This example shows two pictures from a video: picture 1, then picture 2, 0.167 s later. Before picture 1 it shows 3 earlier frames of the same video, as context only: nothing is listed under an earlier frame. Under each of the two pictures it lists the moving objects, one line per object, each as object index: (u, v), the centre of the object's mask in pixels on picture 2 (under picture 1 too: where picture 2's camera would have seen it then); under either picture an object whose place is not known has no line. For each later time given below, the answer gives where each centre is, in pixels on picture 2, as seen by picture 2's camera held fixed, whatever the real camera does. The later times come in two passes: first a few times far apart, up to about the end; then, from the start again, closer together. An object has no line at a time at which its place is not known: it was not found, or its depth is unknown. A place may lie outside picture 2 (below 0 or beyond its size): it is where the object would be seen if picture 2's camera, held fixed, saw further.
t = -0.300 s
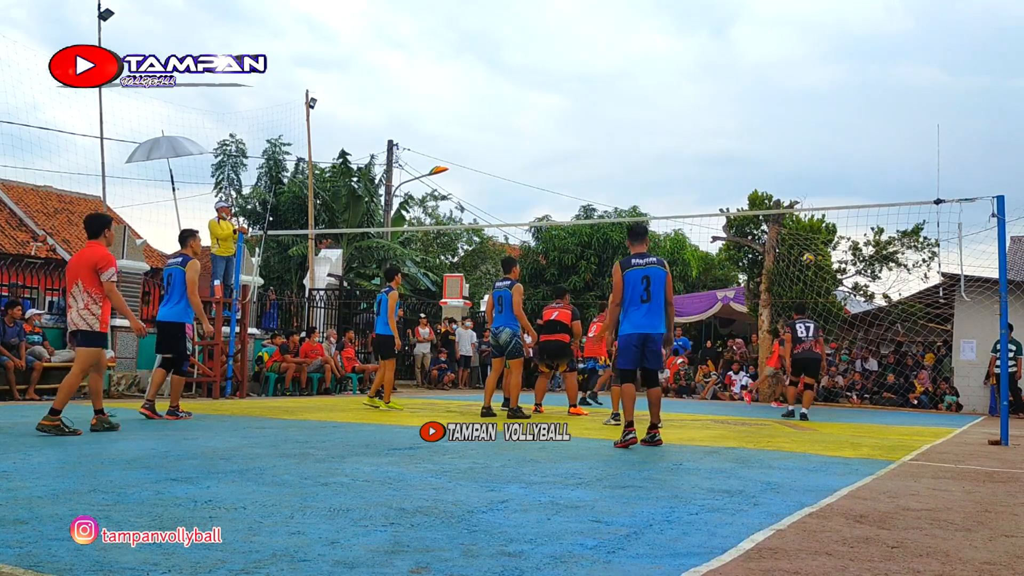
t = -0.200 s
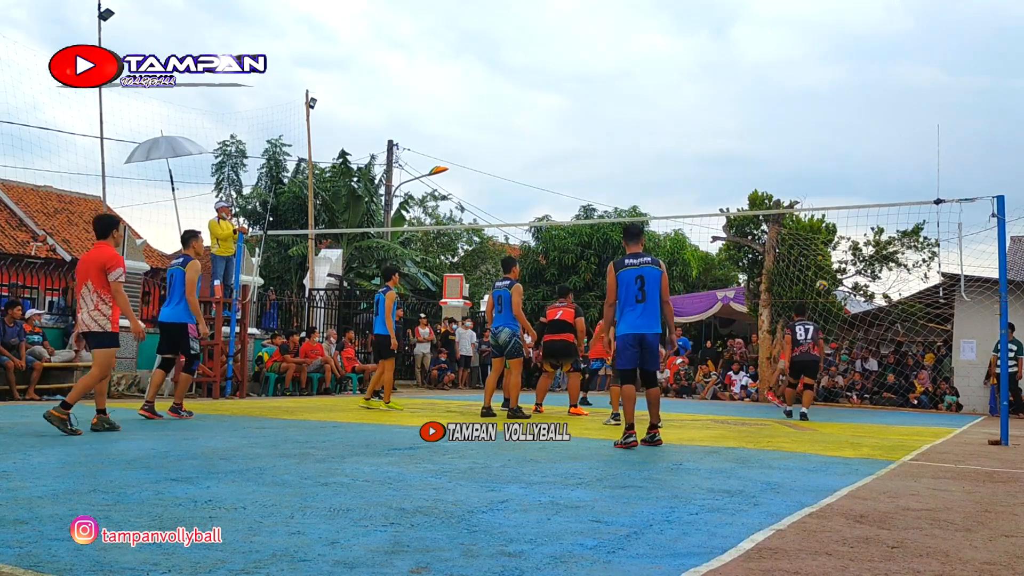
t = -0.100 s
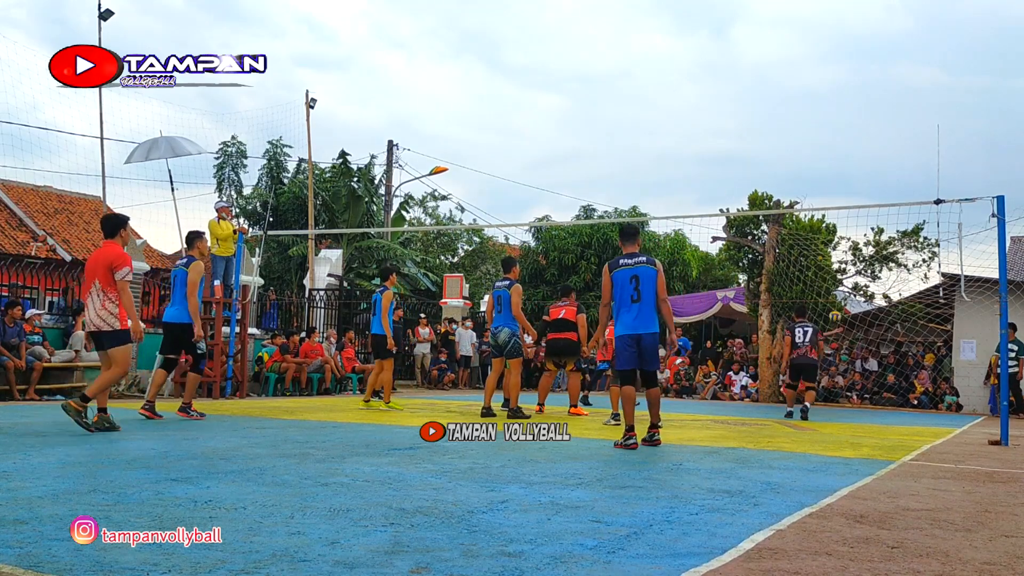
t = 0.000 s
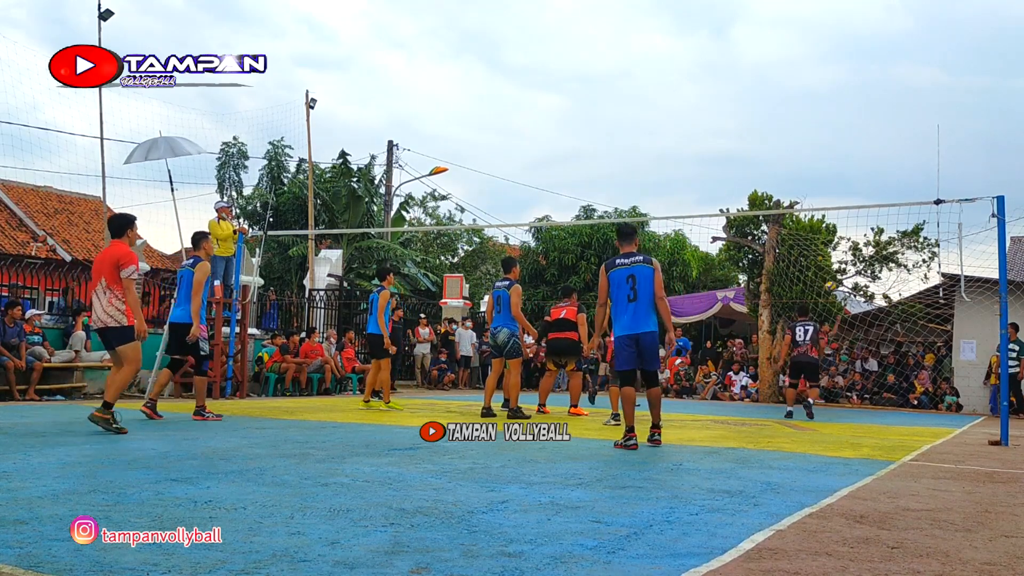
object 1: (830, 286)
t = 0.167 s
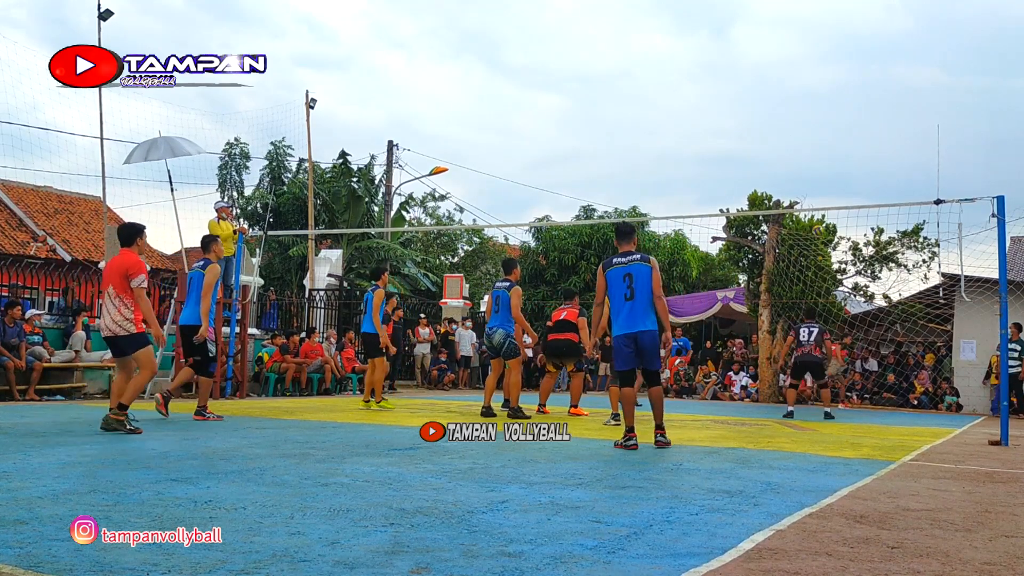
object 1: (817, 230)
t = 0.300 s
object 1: (807, 196)
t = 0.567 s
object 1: (785, 155)
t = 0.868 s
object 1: (760, 149)
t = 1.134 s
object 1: (738, 178)
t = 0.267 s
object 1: (809, 203)
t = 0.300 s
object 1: (807, 196)
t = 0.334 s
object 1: (804, 189)
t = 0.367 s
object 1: (801, 183)
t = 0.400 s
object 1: (799, 177)
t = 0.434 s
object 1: (796, 171)
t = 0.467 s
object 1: (794, 167)
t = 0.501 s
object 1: (791, 162)
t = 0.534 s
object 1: (788, 158)
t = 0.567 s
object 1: (785, 155)
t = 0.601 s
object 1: (783, 152)
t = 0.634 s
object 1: (780, 150)
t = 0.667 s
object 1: (777, 148)
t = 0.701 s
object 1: (774, 147)
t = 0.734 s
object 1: (771, 146)
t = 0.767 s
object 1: (768, 146)
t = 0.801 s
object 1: (766, 147)
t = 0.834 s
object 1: (763, 148)
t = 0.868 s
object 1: (760, 149)
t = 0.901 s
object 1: (757, 151)
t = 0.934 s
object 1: (755, 153)
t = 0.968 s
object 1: (752, 156)
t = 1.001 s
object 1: (749, 159)
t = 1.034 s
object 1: (746, 163)
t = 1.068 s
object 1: (743, 168)
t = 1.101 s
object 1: (740, 173)
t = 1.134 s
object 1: (738, 178)
